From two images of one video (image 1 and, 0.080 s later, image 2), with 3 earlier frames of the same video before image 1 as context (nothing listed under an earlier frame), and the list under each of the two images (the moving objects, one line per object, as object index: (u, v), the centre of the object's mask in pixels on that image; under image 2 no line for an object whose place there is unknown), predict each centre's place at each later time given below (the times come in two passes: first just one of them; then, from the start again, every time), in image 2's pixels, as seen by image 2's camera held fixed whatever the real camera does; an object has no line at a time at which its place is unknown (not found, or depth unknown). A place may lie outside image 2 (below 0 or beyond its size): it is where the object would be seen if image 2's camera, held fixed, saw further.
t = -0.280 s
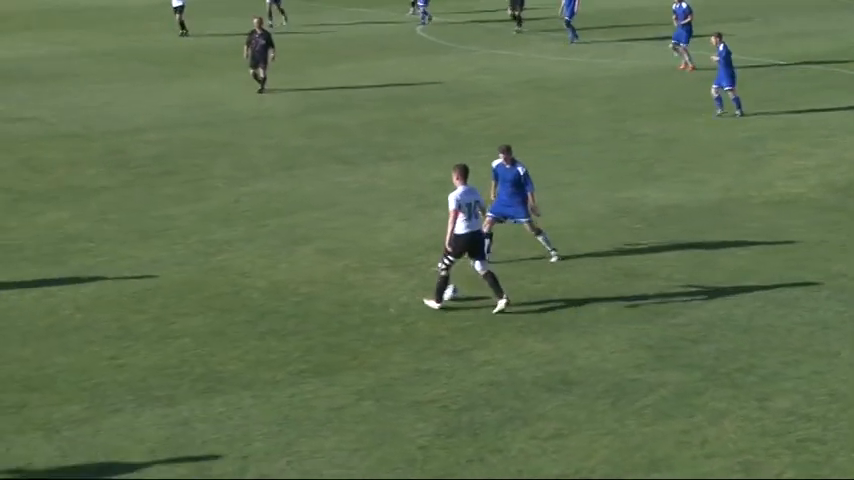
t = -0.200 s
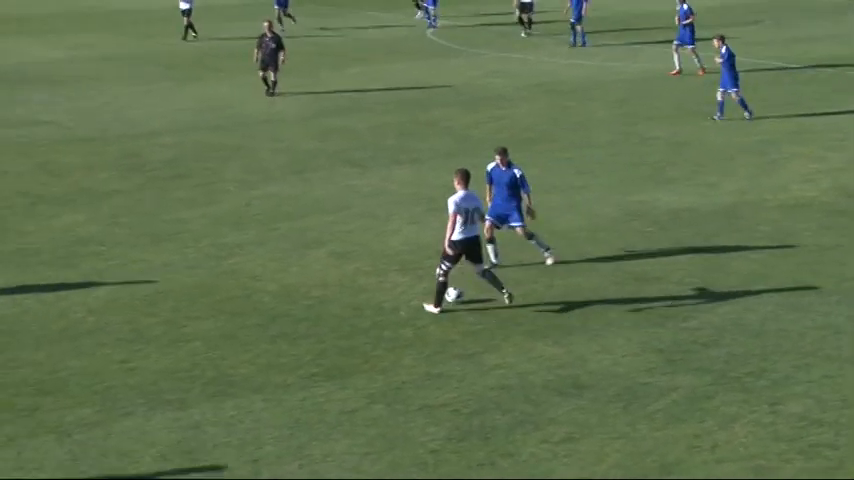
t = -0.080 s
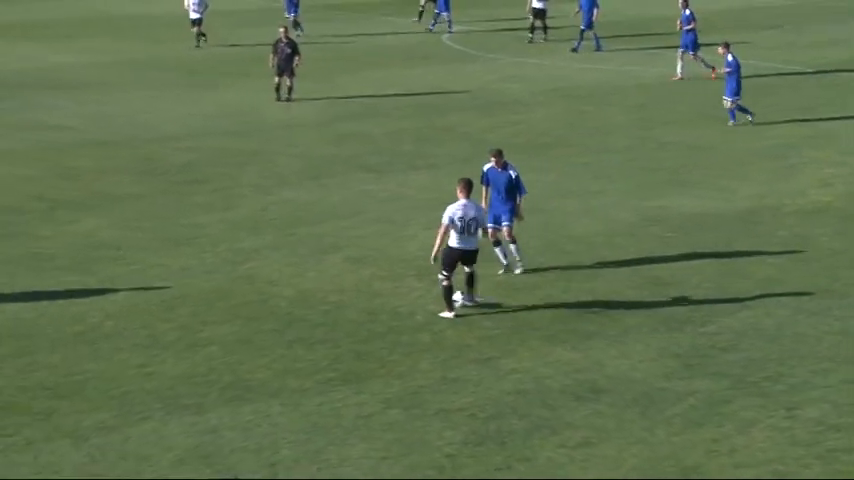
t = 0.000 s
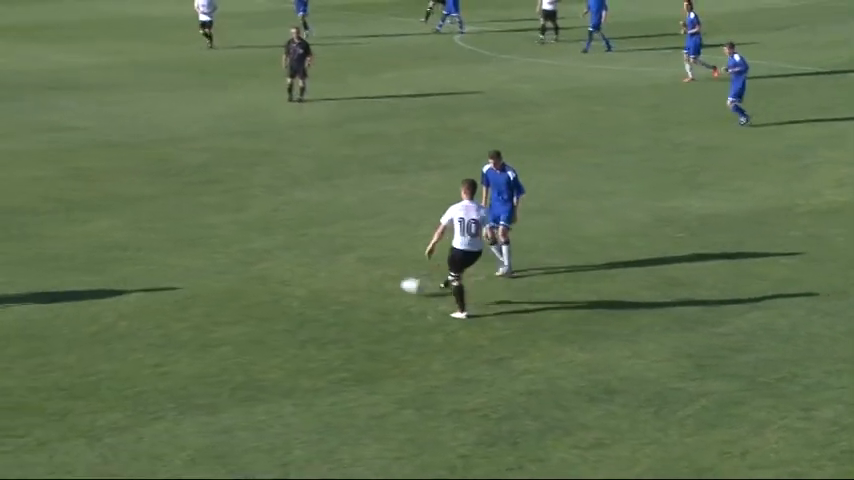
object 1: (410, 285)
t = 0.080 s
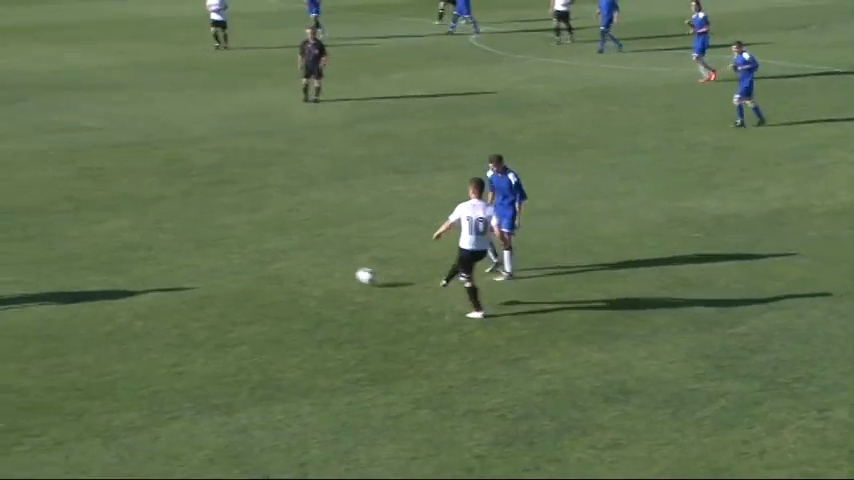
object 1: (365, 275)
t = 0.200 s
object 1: (284, 263)
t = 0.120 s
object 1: (336, 273)
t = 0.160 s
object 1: (308, 269)
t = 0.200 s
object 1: (284, 263)
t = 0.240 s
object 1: (263, 259)
